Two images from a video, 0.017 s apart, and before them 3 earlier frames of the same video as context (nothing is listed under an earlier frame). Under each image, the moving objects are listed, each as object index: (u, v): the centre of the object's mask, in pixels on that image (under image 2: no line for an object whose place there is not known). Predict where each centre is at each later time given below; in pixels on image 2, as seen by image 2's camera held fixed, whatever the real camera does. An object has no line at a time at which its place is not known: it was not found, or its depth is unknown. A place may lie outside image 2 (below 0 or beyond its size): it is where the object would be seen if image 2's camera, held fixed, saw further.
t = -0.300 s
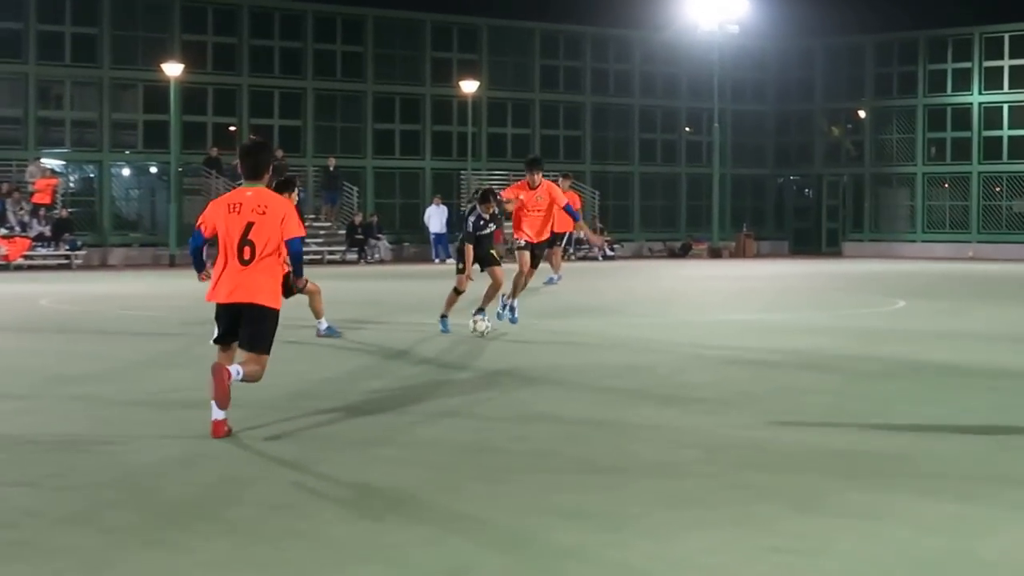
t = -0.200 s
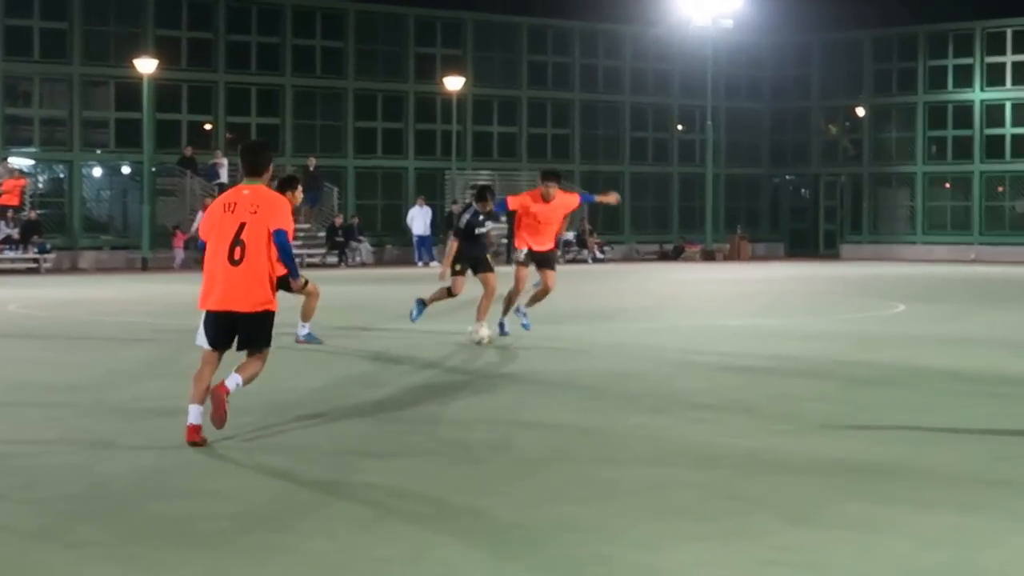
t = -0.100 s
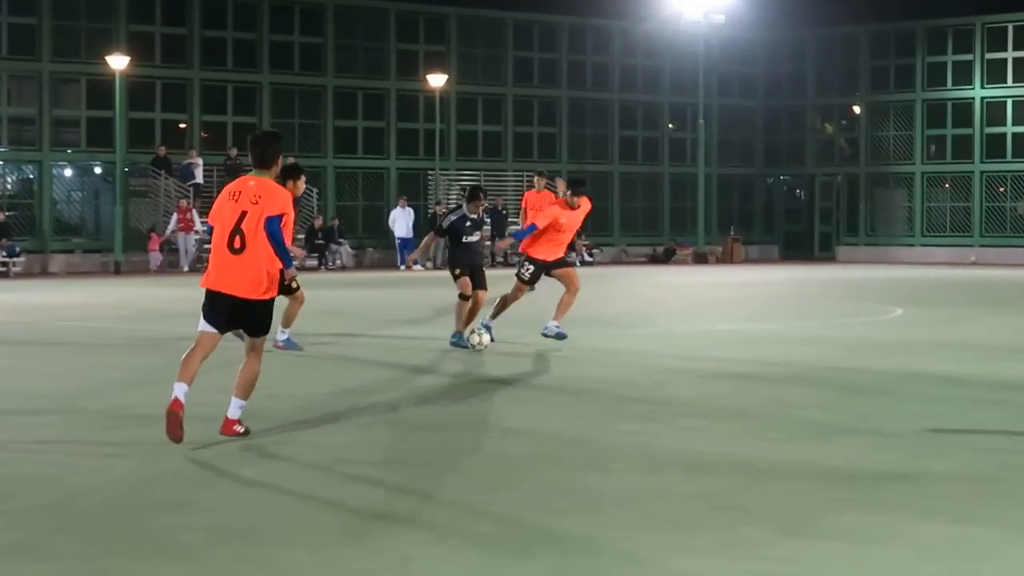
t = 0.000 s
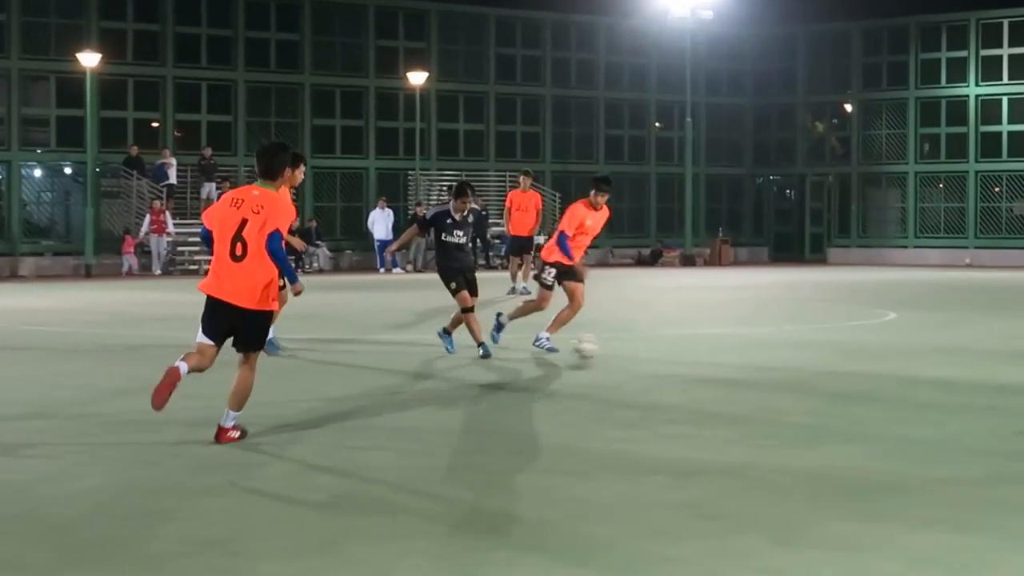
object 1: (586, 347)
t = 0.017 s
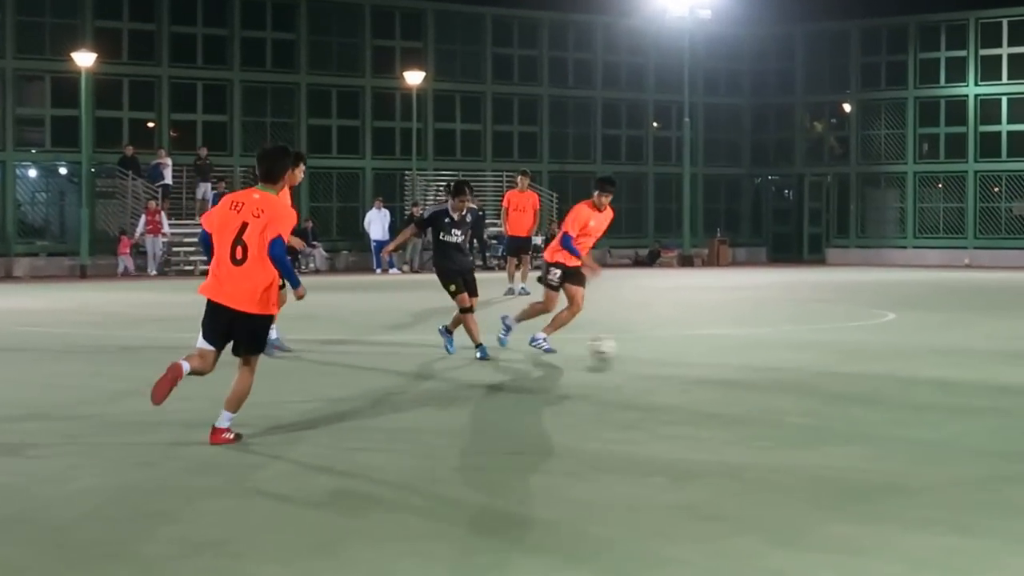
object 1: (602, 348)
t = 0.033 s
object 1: (625, 349)
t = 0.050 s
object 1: (647, 351)
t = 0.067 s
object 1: (665, 351)
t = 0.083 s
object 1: (686, 353)
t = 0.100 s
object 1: (707, 353)
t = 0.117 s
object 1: (726, 353)
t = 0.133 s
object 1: (744, 353)
